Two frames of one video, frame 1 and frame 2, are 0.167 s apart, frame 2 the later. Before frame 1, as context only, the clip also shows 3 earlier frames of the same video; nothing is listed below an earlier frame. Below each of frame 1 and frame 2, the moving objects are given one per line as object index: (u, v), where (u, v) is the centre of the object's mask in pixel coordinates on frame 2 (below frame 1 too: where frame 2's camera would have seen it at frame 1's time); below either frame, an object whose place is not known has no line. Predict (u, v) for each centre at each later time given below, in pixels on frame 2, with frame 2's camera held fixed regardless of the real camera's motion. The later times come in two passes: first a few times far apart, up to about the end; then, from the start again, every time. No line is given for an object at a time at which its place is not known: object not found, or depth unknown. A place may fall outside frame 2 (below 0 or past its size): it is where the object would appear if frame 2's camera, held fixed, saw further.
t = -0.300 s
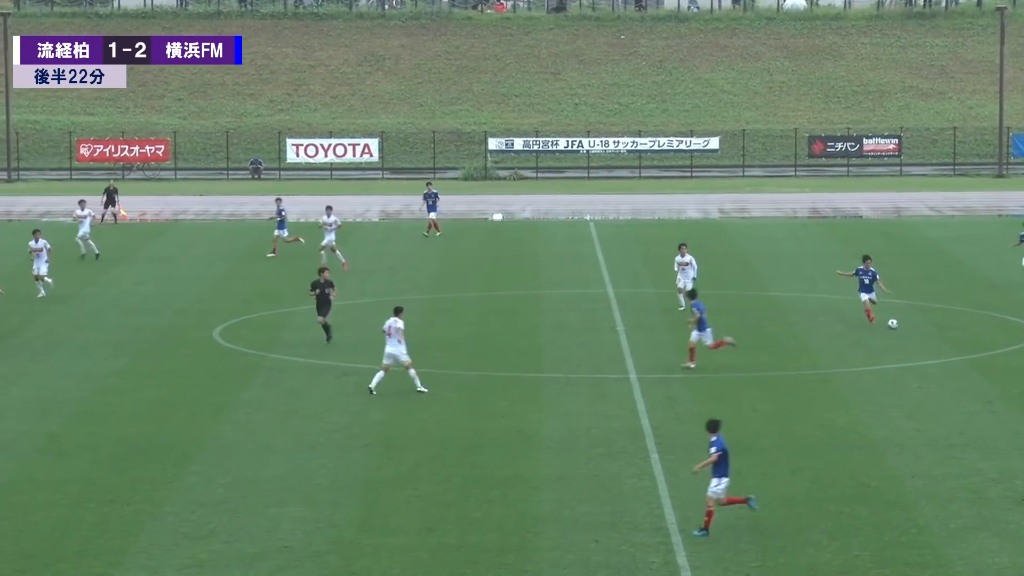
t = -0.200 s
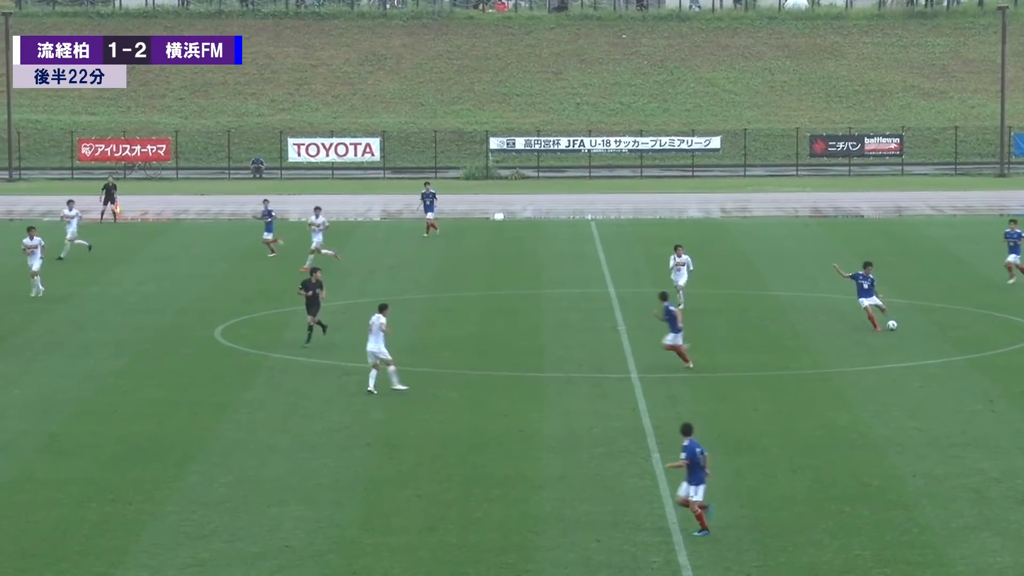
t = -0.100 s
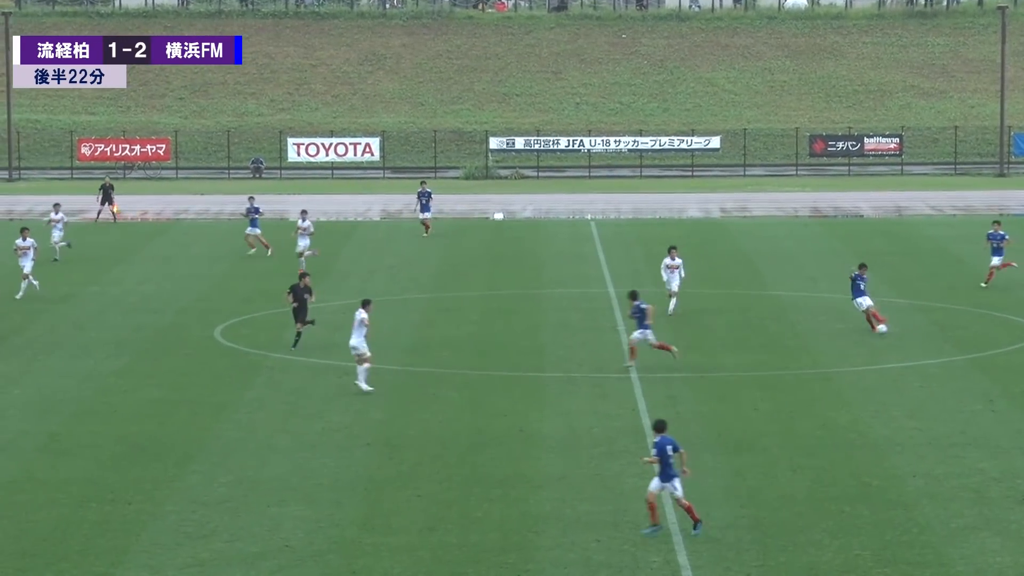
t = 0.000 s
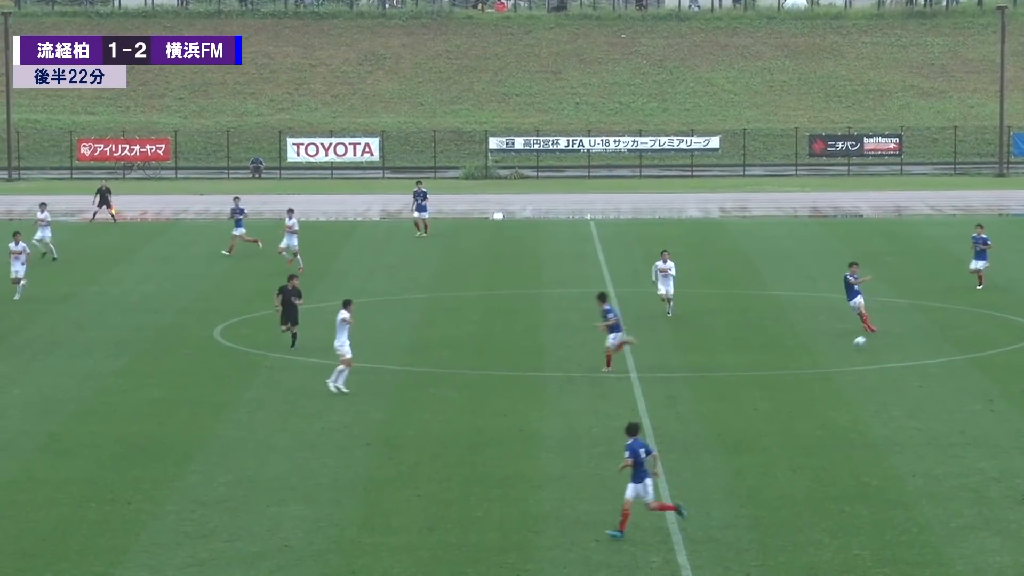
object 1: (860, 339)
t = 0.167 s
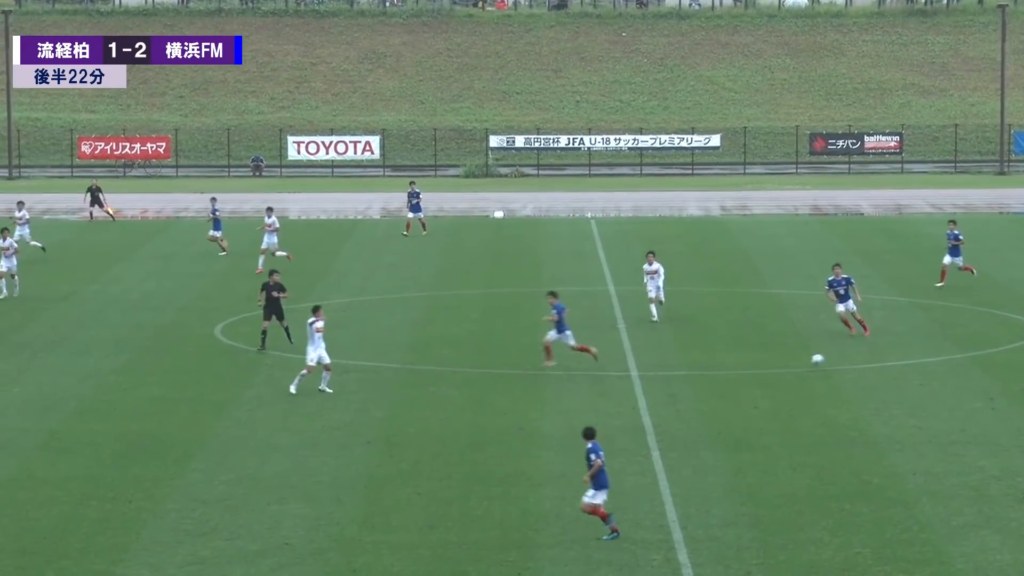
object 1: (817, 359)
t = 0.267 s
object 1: (787, 375)
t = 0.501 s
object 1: (712, 401)
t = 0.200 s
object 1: (807, 363)
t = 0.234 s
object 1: (798, 368)
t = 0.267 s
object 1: (787, 375)
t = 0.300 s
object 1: (777, 380)
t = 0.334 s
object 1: (767, 382)
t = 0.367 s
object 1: (756, 383)
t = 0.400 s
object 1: (746, 386)
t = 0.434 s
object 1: (734, 390)
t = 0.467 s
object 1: (724, 395)
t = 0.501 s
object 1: (712, 401)
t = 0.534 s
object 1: (700, 407)
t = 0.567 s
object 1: (689, 409)
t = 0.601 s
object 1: (677, 410)
